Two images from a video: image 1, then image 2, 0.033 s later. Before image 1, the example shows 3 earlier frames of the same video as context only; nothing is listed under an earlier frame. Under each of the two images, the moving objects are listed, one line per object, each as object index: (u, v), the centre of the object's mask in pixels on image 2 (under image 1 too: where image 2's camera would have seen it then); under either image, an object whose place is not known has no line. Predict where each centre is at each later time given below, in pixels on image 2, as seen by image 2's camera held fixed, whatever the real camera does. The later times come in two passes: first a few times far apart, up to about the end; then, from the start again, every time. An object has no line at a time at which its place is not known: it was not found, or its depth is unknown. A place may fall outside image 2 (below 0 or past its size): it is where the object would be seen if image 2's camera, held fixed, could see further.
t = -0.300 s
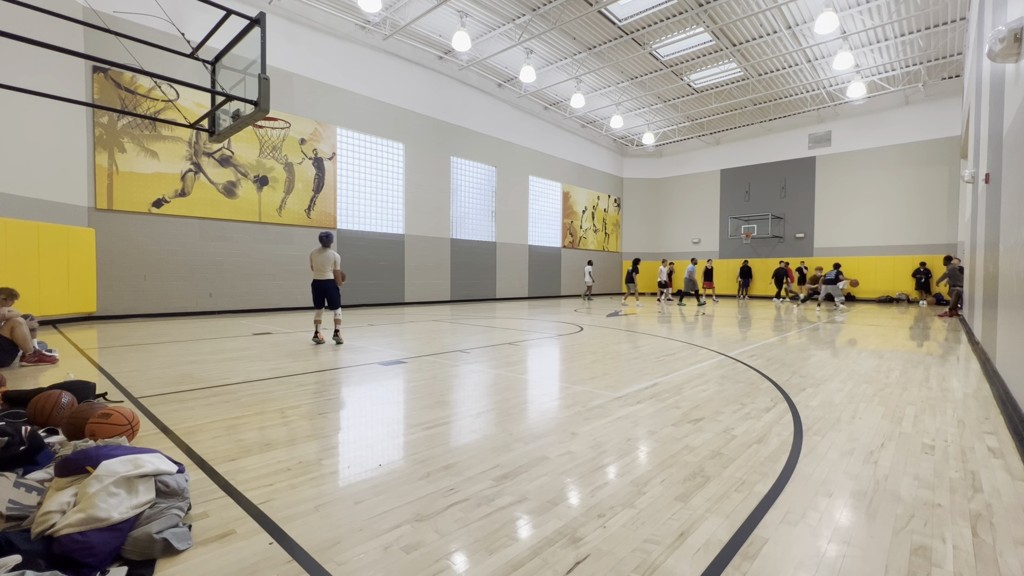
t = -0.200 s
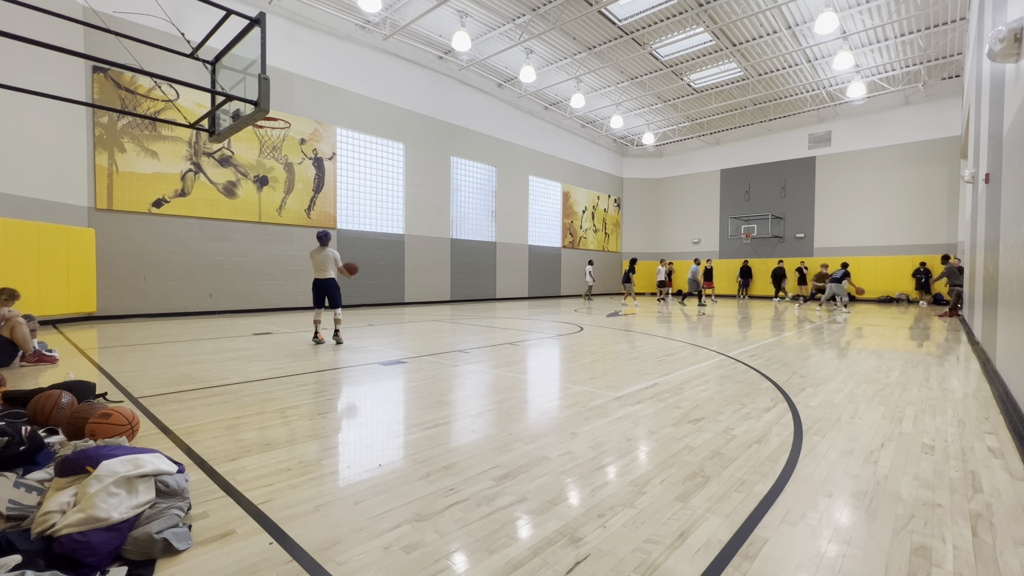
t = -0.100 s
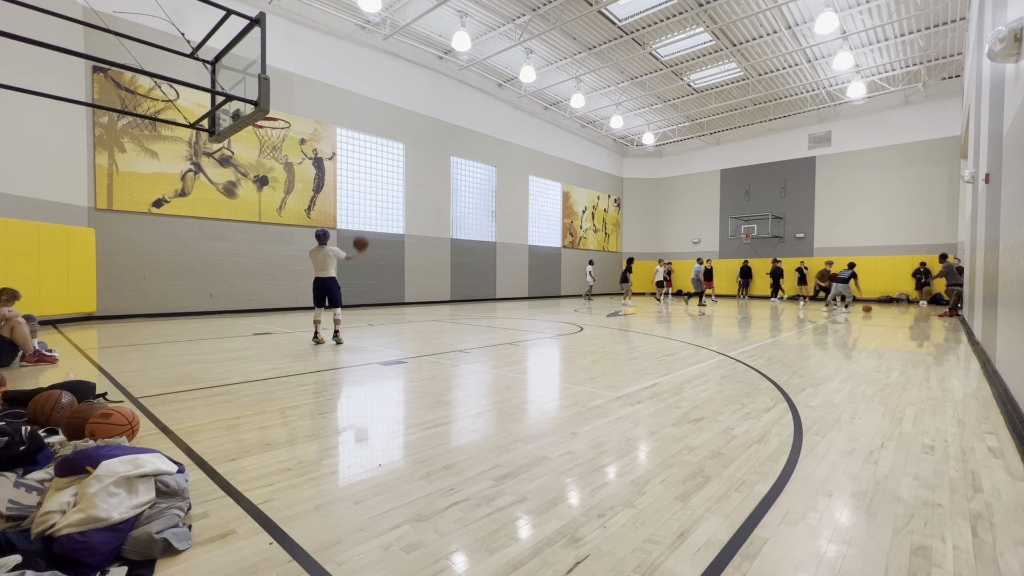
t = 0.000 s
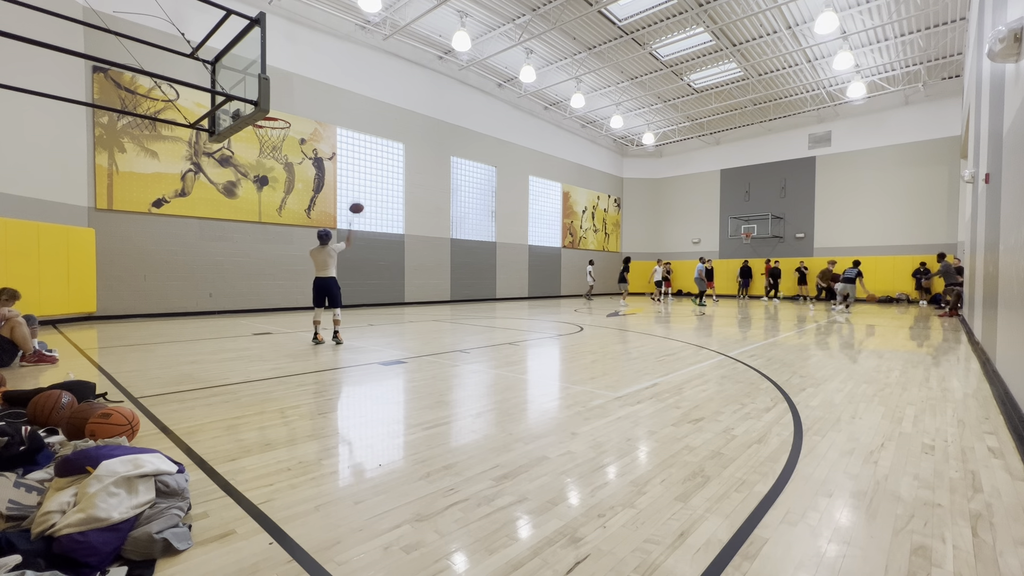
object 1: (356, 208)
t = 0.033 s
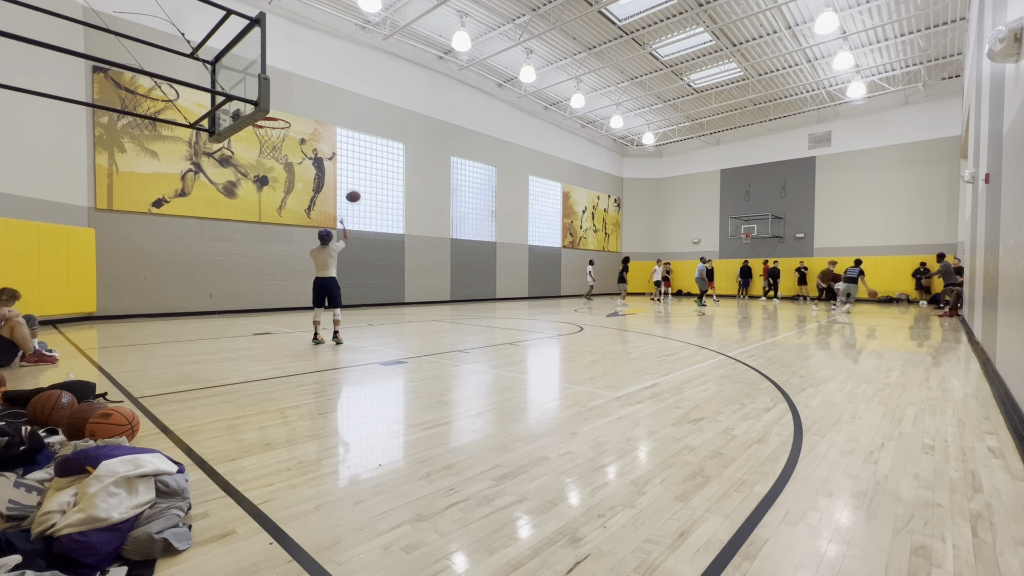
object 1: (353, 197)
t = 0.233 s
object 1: (332, 140)
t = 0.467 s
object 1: (308, 104)
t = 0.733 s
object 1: (278, 108)
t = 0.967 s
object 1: (255, 148)
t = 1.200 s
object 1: (248, 211)
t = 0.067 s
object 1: (350, 186)
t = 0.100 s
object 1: (346, 175)
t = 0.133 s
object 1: (343, 166)
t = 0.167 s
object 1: (339, 157)
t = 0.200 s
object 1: (335, 148)
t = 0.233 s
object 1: (332, 140)
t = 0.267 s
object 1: (329, 132)
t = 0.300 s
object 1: (325, 126)
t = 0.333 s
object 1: (322, 120)
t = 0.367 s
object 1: (318, 115)
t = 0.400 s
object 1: (315, 111)
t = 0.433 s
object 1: (311, 107)
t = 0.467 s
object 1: (308, 104)
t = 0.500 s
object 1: (304, 102)
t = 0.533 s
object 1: (300, 100)
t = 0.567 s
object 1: (296, 99)
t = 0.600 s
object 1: (293, 99)
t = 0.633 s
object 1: (289, 100)
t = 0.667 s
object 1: (285, 102)
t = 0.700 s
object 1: (281, 104)
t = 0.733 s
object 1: (278, 108)
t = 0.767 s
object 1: (275, 112)
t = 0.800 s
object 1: (272, 118)
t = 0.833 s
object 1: (266, 124)
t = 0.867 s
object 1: (261, 130)
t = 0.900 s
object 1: (258, 137)
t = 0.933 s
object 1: (256, 142)
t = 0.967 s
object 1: (255, 148)
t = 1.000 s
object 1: (254, 154)
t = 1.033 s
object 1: (254, 162)
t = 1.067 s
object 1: (252, 170)
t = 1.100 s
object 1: (251, 179)
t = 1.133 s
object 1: (250, 189)
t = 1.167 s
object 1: (249, 200)
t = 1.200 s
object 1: (248, 211)
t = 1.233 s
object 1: (247, 224)
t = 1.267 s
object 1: (247, 237)
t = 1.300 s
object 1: (246, 251)
